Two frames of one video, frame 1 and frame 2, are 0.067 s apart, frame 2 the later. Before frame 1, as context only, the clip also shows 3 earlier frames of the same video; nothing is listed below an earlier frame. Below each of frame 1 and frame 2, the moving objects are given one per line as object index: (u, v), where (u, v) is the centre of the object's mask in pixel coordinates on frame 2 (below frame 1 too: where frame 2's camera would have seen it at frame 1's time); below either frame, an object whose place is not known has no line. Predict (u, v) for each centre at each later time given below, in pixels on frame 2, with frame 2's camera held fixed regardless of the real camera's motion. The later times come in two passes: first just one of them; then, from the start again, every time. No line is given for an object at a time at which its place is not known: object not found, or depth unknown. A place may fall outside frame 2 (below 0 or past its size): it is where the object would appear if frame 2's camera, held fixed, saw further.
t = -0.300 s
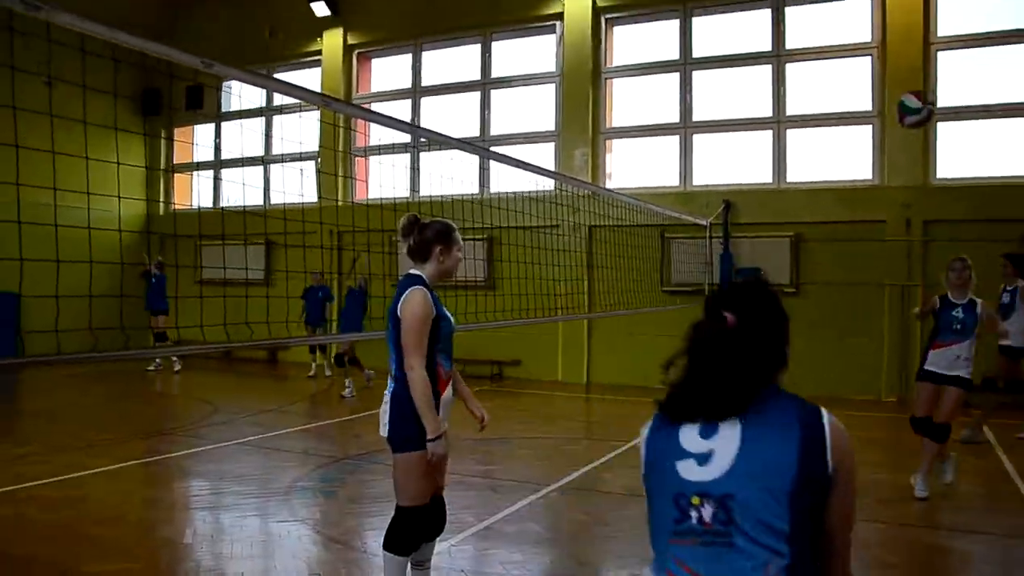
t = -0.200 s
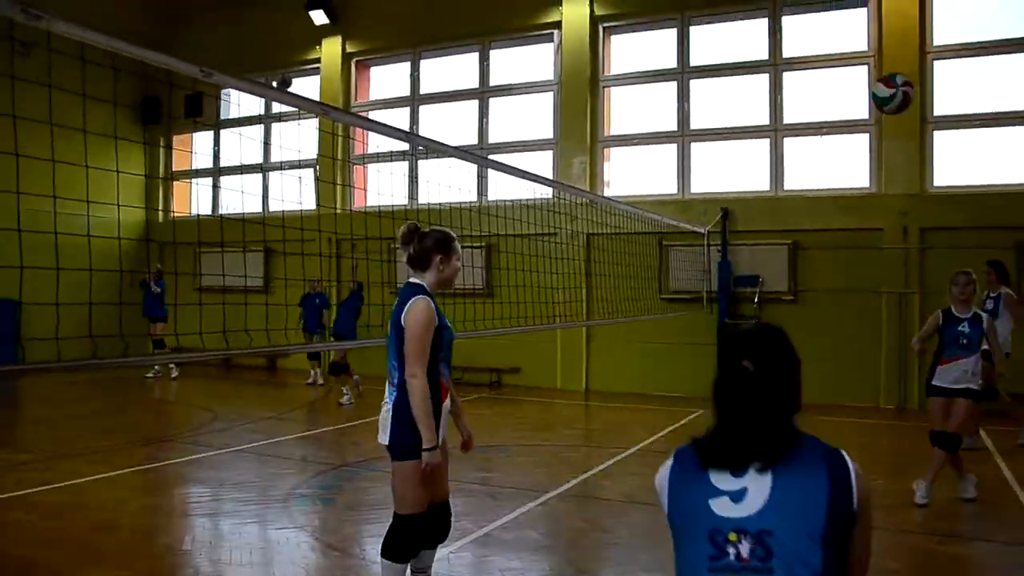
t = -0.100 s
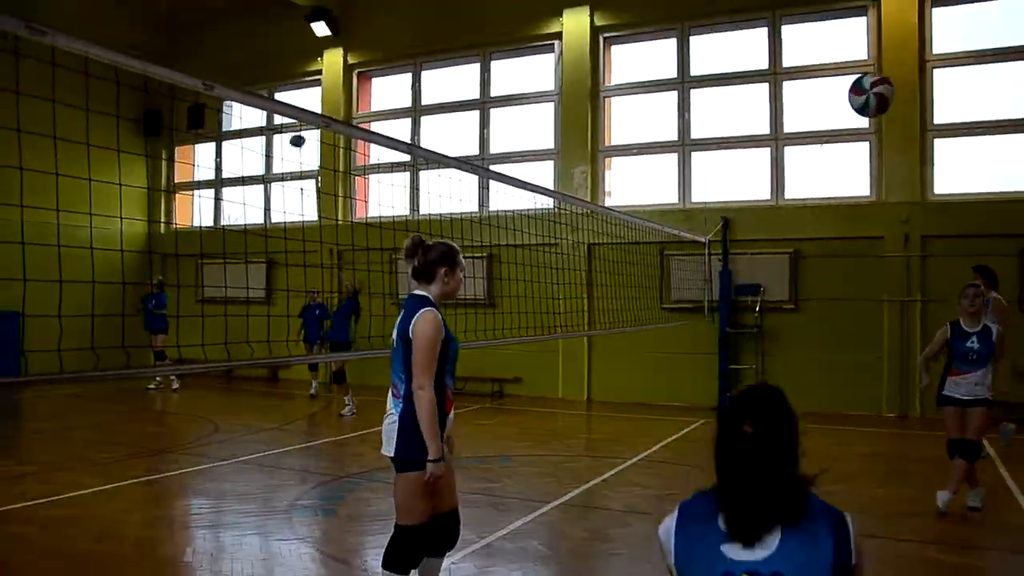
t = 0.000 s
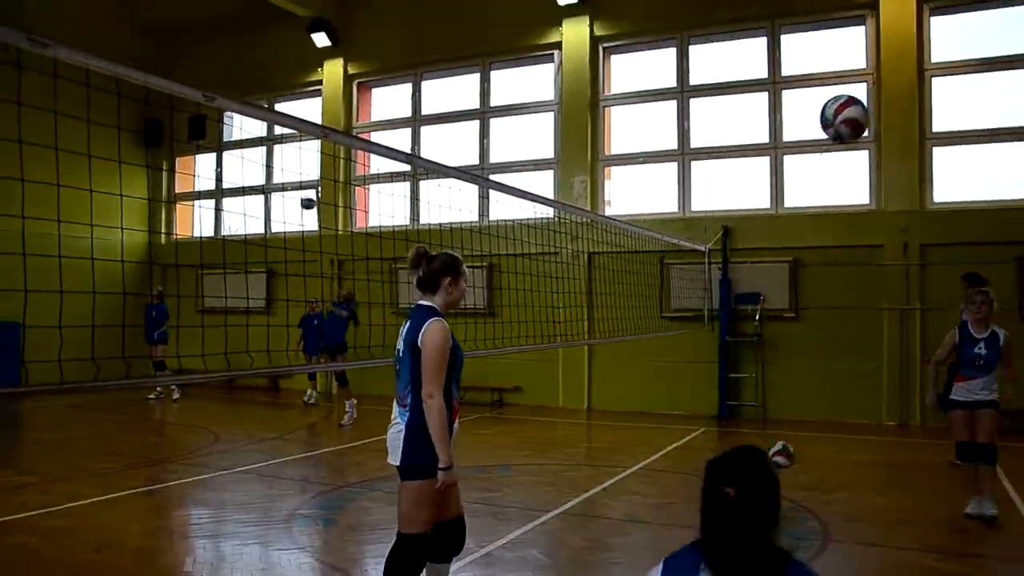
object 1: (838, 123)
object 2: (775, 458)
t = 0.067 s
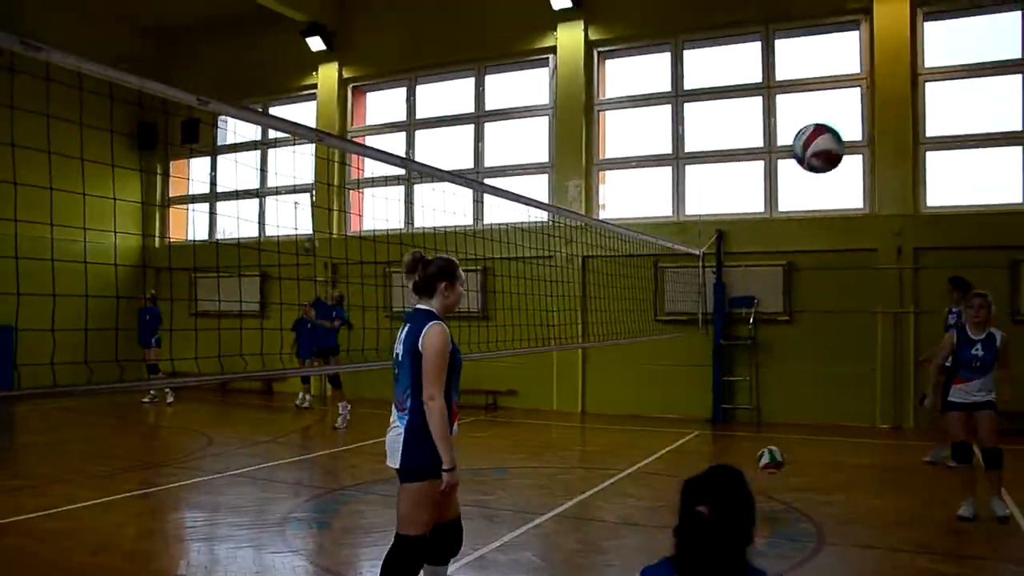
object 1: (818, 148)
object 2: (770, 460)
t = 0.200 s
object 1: (766, 249)
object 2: (762, 481)
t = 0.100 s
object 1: (807, 167)
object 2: (768, 462)
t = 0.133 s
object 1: (795, 190)
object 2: (765, 467)
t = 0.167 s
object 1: (781, 218)
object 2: (763, 473)
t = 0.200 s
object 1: (766, 249)
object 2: (762, 481)
